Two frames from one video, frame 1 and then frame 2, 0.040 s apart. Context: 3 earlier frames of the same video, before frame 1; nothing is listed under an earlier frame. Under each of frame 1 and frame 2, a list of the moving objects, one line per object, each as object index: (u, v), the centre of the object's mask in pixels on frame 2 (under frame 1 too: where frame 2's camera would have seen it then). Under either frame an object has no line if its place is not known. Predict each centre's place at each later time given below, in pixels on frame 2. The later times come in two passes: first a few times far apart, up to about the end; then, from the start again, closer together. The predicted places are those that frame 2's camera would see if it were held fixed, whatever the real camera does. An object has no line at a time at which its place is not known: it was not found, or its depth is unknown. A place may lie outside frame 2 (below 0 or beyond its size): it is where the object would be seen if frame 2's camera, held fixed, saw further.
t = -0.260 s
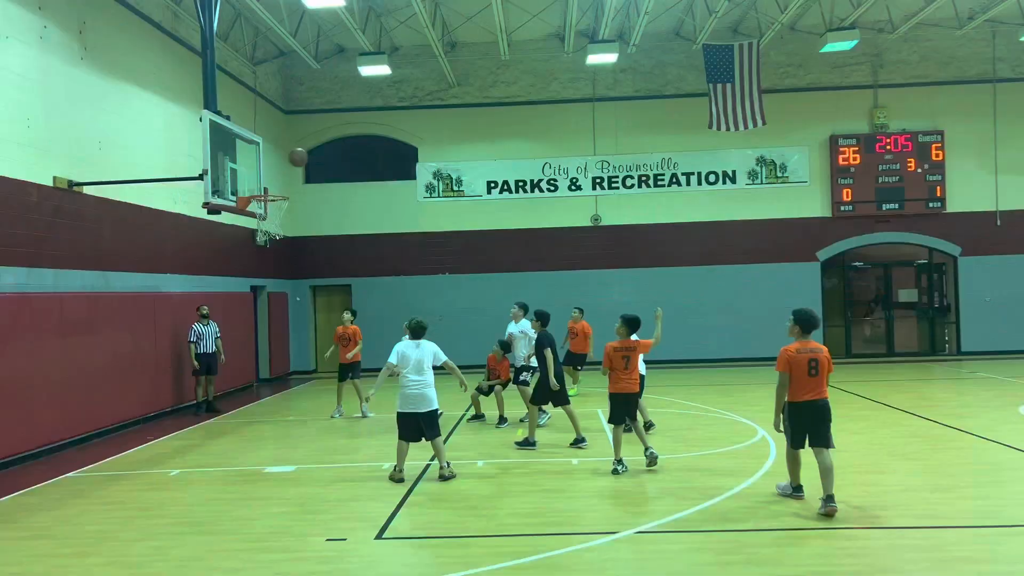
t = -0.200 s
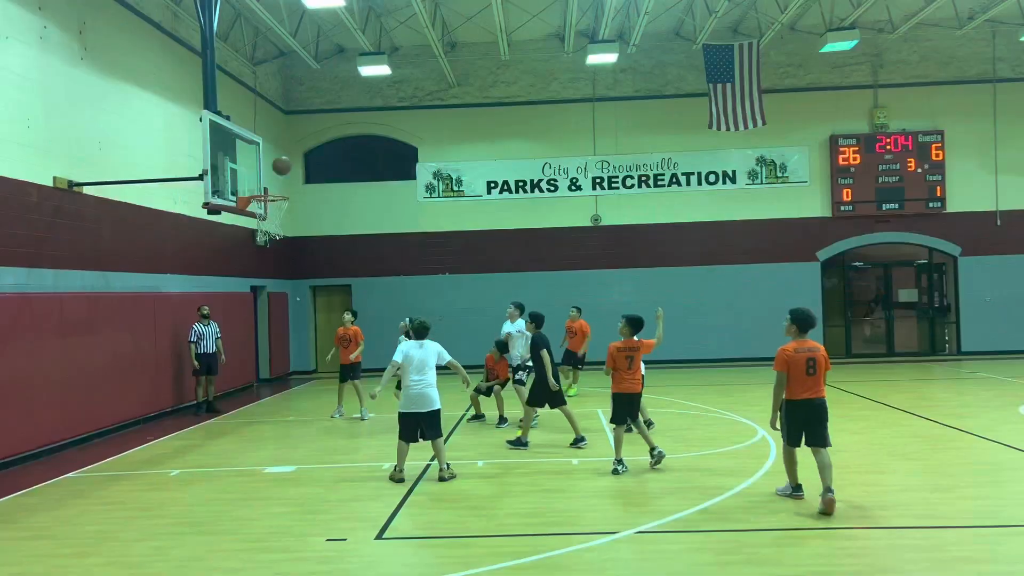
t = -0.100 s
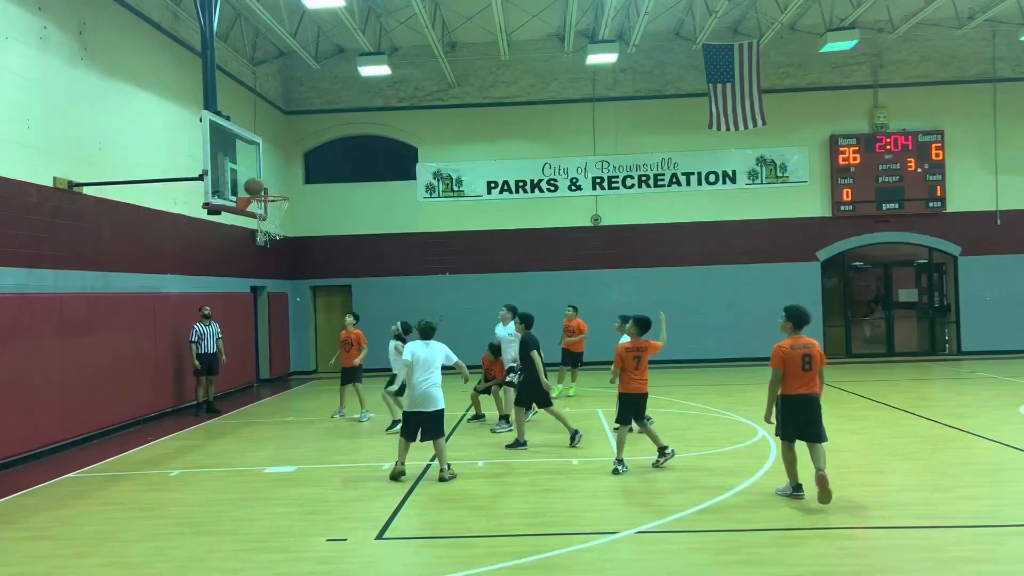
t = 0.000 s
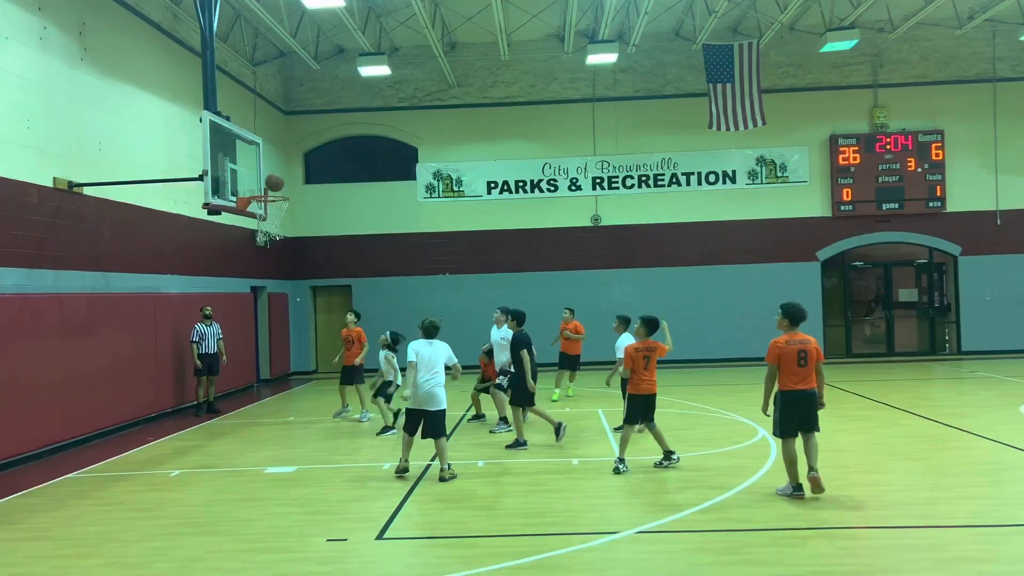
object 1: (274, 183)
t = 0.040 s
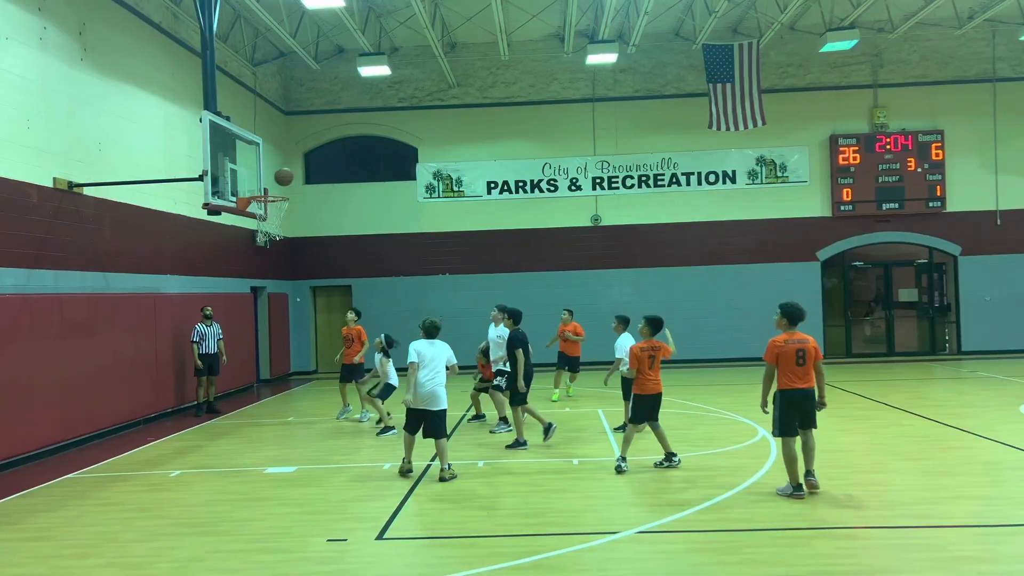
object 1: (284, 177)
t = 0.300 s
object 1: (329, 176)
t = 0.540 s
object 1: (375, 220)
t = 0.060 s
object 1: (287, 175)
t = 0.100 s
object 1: (292, 173)
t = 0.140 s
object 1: (302, 171)
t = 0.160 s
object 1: (305, 170)
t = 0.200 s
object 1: (311, 170)
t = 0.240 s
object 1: (320, 172)
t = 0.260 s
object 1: (323, 173)
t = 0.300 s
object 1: (329, 176)
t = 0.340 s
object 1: (338, 181)
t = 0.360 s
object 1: (341, 183)
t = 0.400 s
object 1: (348, 188)
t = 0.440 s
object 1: (357, 197)
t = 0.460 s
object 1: (360, 200)
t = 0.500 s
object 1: (366, 208)
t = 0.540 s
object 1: (375, 220)
